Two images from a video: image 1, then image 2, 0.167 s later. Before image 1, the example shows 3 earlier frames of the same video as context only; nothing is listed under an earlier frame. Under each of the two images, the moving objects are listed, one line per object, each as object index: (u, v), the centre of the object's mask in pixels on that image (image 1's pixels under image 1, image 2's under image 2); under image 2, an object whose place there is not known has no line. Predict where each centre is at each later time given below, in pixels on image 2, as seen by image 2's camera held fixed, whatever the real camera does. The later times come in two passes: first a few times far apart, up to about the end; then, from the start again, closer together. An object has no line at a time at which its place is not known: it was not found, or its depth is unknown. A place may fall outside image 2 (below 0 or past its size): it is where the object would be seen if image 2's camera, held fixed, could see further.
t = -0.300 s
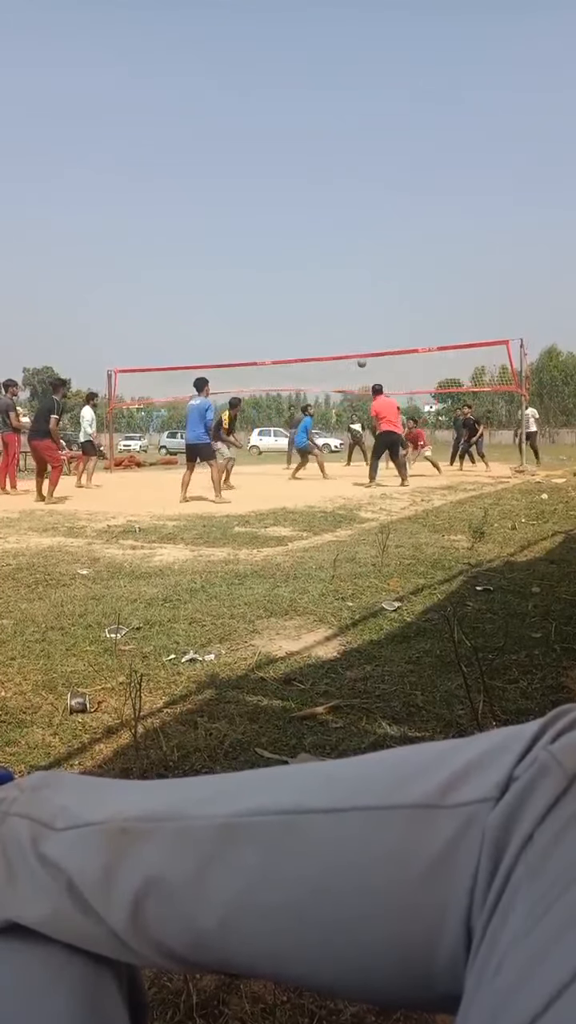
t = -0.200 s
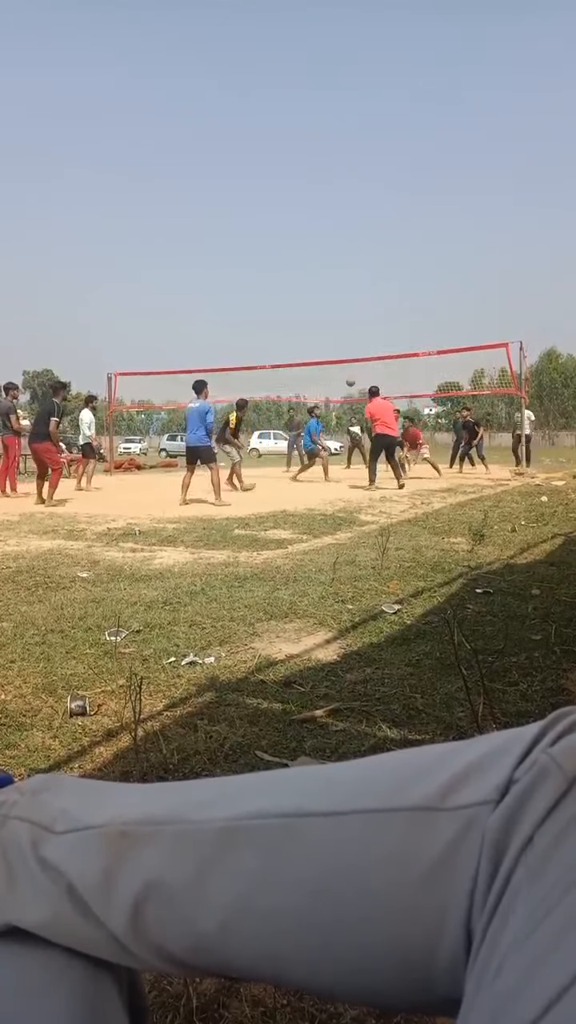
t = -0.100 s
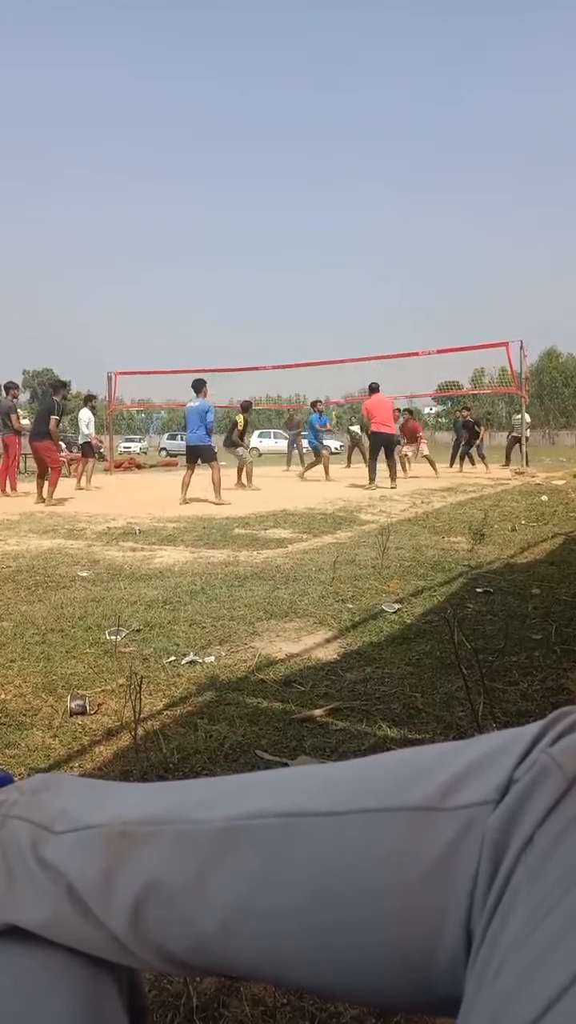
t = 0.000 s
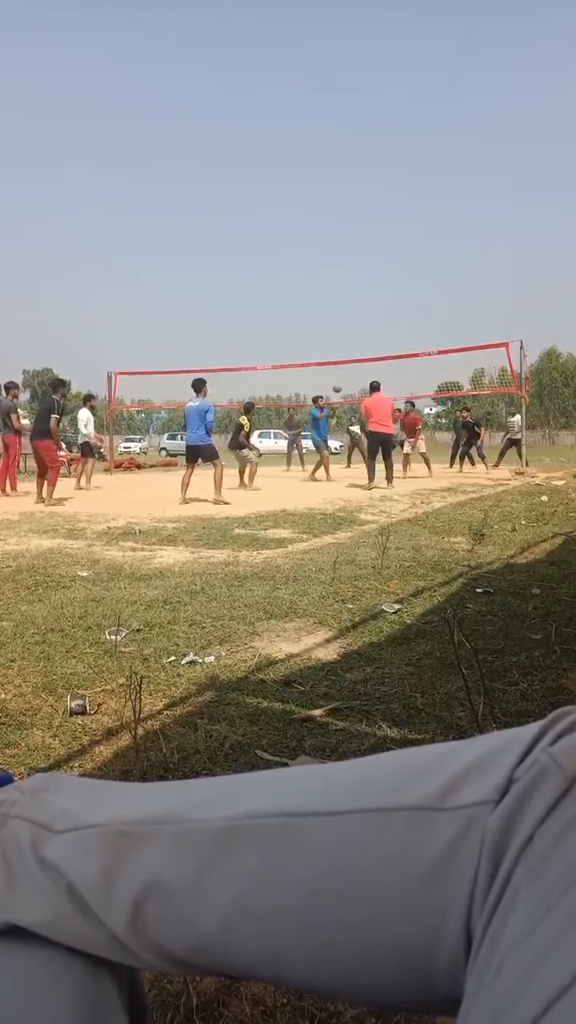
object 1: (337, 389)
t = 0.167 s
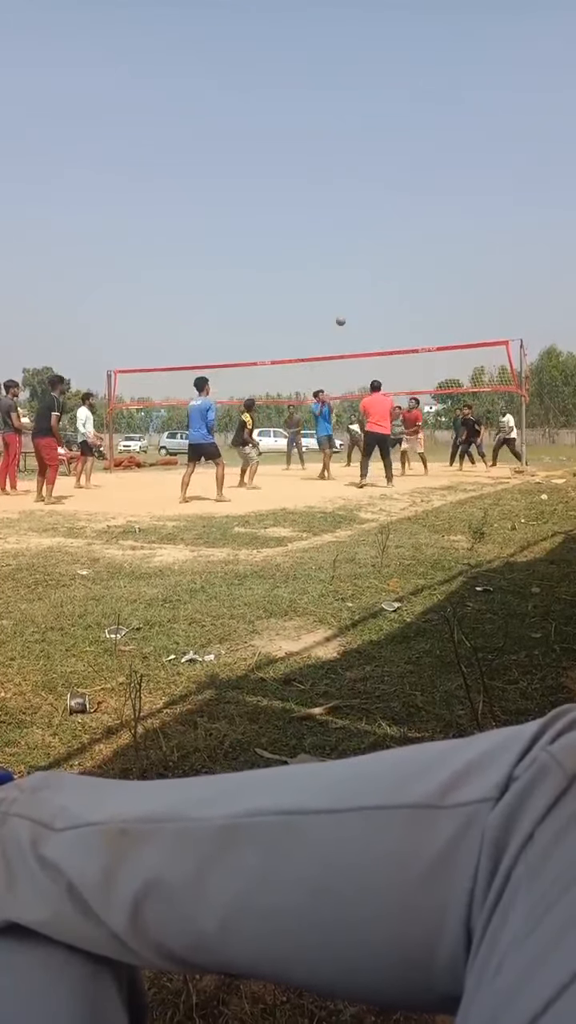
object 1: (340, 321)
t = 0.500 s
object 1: (347, 231)
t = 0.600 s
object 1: (350, 215)
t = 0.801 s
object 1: (355, 201)
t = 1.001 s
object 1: (360, 212)
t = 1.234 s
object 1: (368, 255)
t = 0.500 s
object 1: (347, 231)
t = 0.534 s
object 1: (348, 225)
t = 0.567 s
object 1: (348, 220)
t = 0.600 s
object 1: (350, 215)
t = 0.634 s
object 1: (350, 211)
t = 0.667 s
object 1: (351, 208)
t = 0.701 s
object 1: (352, 206)
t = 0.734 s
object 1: (353, 203)
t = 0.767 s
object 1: (354, 202)
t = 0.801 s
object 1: (355, 201)
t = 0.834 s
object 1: (356, 201)
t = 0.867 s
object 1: (357, 202)
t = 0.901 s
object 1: (358, 204)
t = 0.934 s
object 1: (358, 206)
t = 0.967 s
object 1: (359, 208)
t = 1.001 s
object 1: (360, 212)
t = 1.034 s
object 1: (362, 216)
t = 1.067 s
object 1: (363, 221)
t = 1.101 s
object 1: (364, 226)
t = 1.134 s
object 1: (365, 232)
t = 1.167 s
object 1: (366, 239)
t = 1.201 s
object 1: (366, 247)
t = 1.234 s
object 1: (368, 255)
